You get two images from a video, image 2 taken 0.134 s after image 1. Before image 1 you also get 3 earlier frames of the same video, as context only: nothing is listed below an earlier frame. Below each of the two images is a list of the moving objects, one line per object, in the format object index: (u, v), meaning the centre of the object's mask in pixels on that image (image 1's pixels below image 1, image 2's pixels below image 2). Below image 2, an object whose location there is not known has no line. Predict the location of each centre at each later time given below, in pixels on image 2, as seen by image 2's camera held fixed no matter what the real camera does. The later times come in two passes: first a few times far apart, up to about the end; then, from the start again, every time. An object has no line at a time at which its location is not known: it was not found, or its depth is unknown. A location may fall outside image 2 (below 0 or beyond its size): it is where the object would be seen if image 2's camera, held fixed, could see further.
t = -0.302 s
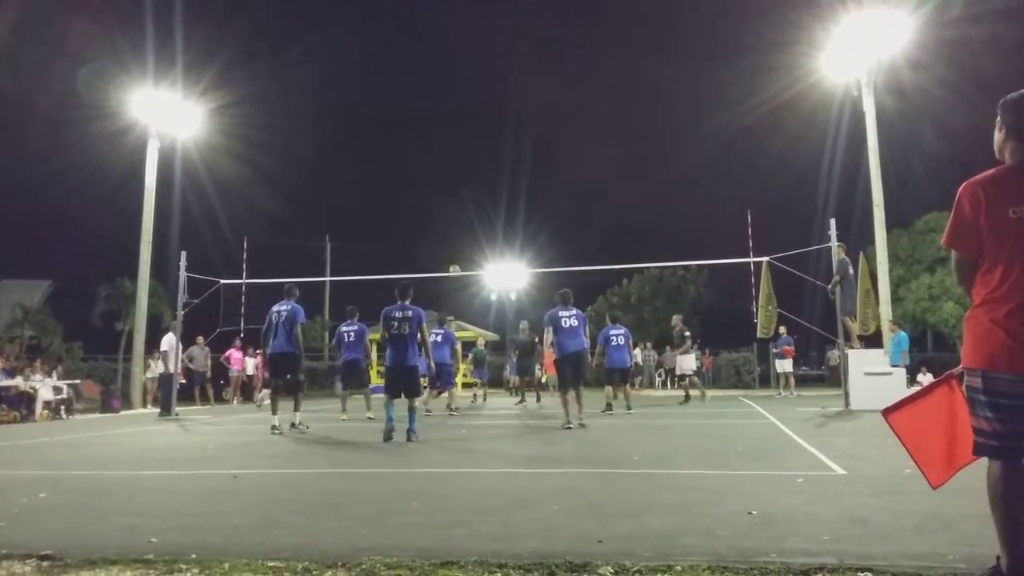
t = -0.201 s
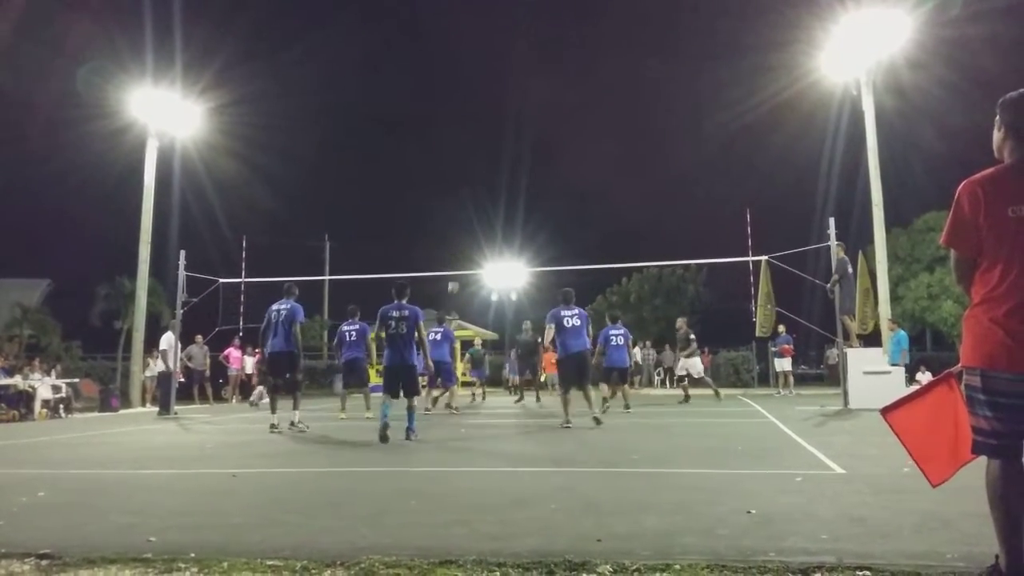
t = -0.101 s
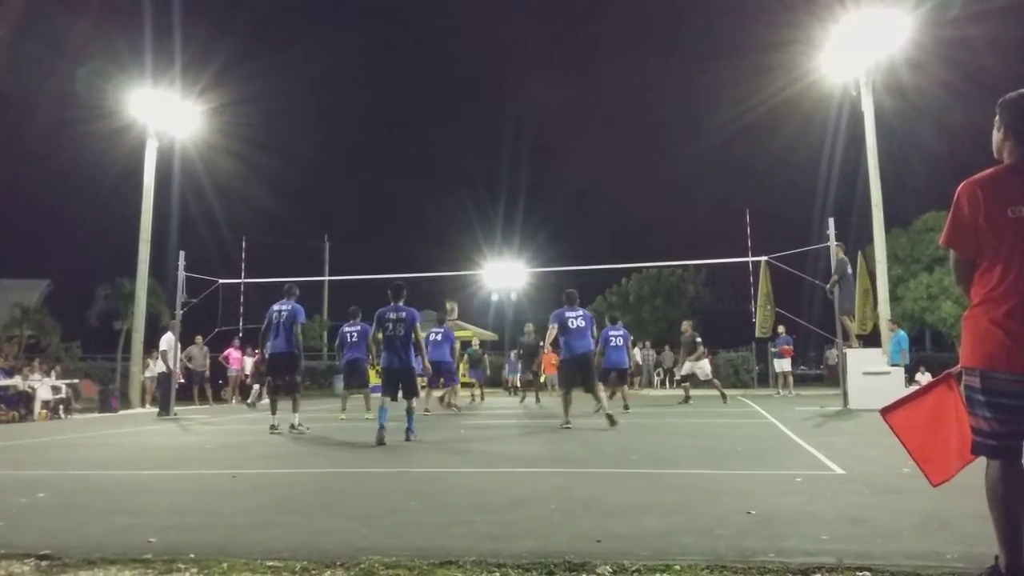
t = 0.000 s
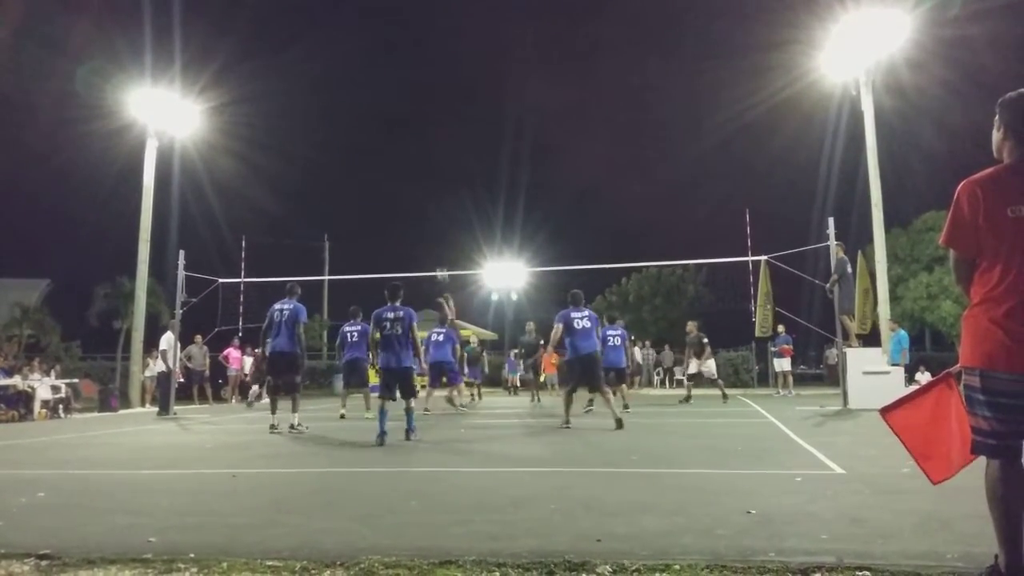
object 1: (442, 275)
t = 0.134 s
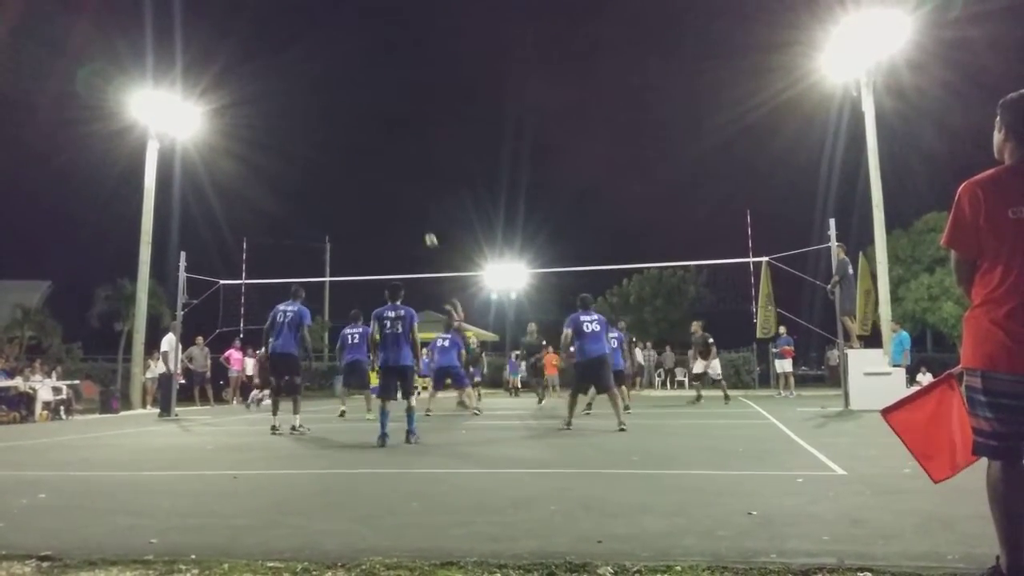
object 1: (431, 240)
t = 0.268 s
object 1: (419, 213)
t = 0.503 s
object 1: (399, 190)
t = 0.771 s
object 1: (378, 193)
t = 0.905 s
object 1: (368, 209)
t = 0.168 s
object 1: (428, 233)
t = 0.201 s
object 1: (425, 225)
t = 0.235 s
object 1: (422, 219)
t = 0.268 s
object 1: (419, 213)
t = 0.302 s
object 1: (416, 209)
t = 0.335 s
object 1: (413, 204)
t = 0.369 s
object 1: (410, 200)
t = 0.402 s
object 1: (408, 197)
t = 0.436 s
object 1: (404, 193)
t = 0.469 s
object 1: (402, 191)
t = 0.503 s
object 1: (399, 190)
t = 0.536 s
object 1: (397, 188)
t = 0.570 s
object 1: (394, 187)
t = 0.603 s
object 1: (391, 187)
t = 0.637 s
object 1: (388, 187)
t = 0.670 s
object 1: (386, 188)
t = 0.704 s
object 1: (383, 190)
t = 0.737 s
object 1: (381, 191)
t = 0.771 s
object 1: (378, 193)
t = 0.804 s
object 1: (376, 196)
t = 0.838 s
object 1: (373, 200)
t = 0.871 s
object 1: (371, 204)
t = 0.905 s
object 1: (368, 209)
